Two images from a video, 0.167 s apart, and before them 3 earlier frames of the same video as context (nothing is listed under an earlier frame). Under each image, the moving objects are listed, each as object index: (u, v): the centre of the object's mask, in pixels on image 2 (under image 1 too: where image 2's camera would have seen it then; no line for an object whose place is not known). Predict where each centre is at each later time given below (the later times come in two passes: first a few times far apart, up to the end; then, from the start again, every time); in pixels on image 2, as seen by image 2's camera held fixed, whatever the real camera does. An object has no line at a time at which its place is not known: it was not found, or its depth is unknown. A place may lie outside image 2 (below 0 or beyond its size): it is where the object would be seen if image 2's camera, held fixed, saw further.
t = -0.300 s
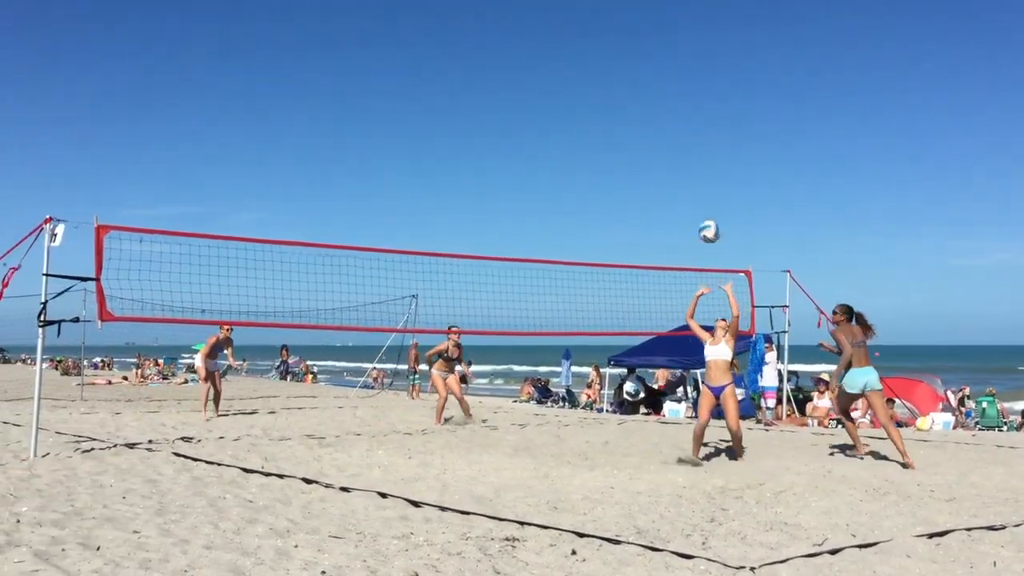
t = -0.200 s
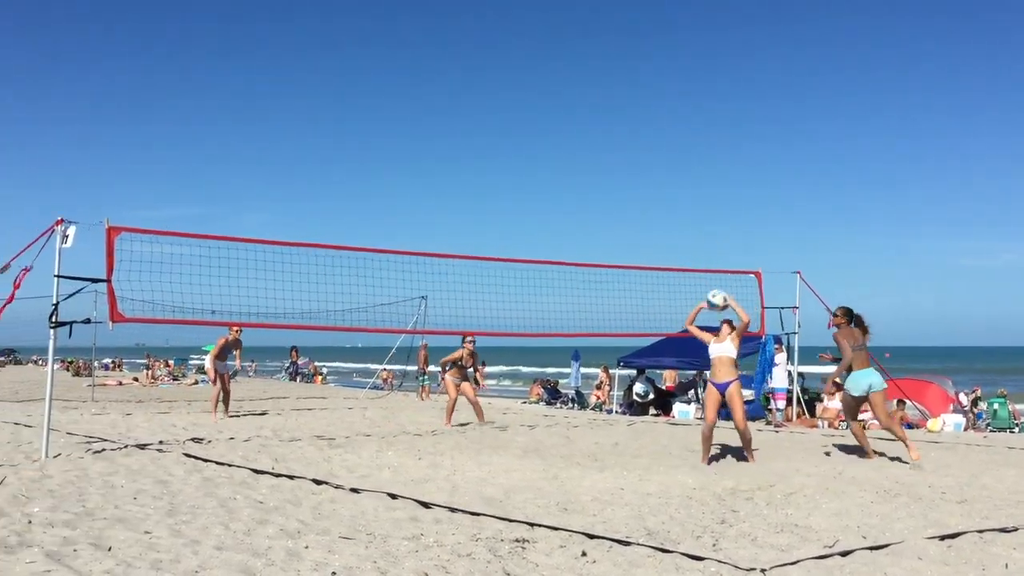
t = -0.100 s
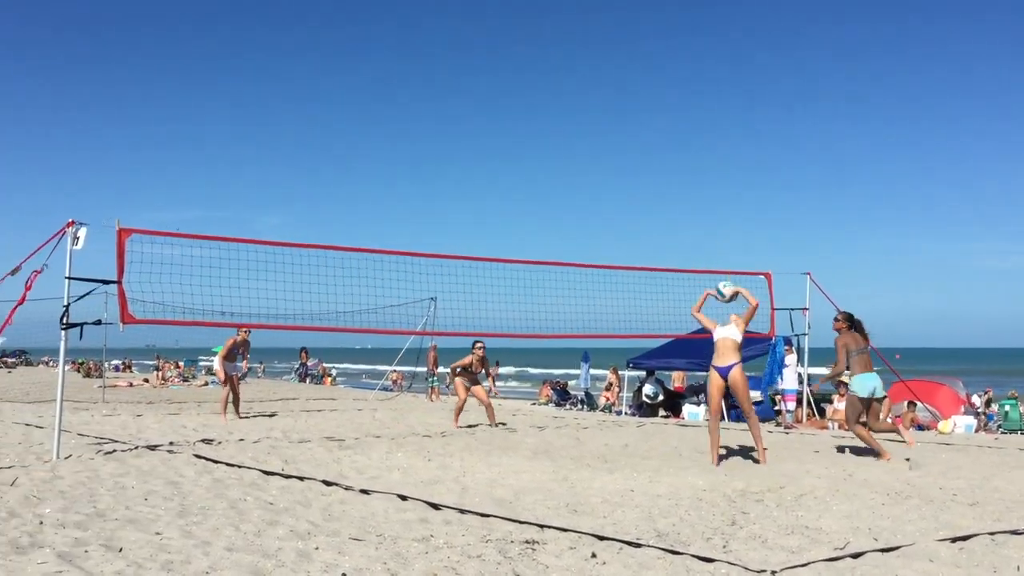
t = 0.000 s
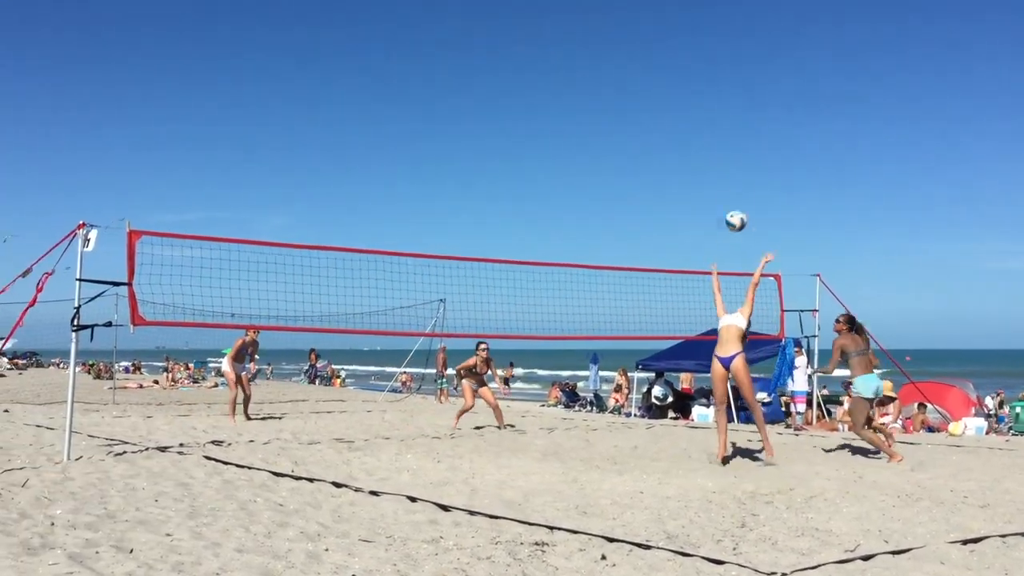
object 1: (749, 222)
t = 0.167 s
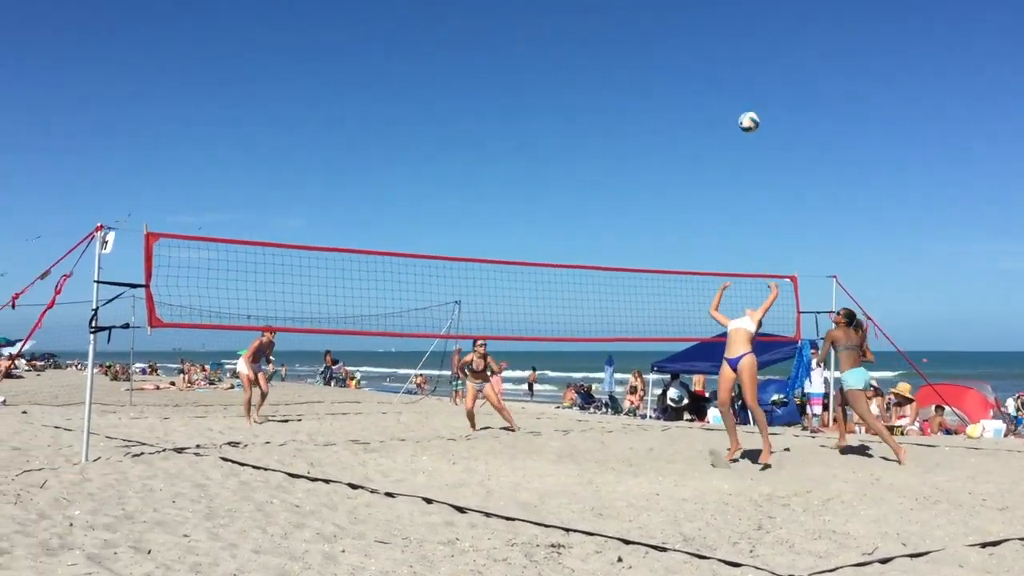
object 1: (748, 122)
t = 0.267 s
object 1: (748, 78)
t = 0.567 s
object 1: (744, 11)
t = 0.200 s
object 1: (748, 106)
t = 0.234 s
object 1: (748, 91)
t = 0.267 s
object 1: (748, 78)
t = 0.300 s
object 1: (747, 66)
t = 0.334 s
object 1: (747, 56)
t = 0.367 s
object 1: (746, 46)
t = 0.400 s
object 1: (746, 38)
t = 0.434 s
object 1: (745, 30)
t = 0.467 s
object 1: (745, 24)
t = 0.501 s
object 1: (744, 19)
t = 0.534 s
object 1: (744, 15)
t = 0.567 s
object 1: (744, 11)
